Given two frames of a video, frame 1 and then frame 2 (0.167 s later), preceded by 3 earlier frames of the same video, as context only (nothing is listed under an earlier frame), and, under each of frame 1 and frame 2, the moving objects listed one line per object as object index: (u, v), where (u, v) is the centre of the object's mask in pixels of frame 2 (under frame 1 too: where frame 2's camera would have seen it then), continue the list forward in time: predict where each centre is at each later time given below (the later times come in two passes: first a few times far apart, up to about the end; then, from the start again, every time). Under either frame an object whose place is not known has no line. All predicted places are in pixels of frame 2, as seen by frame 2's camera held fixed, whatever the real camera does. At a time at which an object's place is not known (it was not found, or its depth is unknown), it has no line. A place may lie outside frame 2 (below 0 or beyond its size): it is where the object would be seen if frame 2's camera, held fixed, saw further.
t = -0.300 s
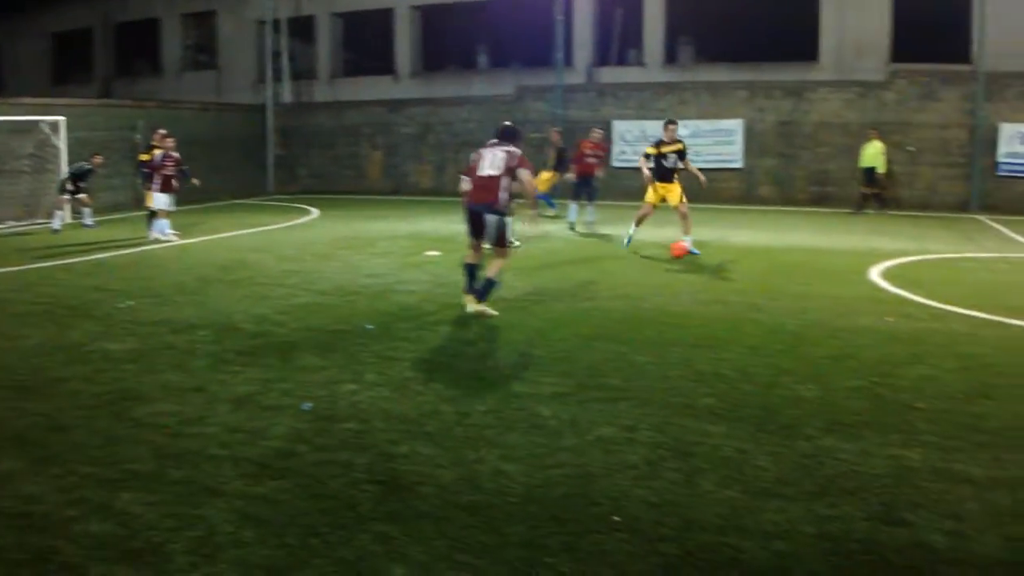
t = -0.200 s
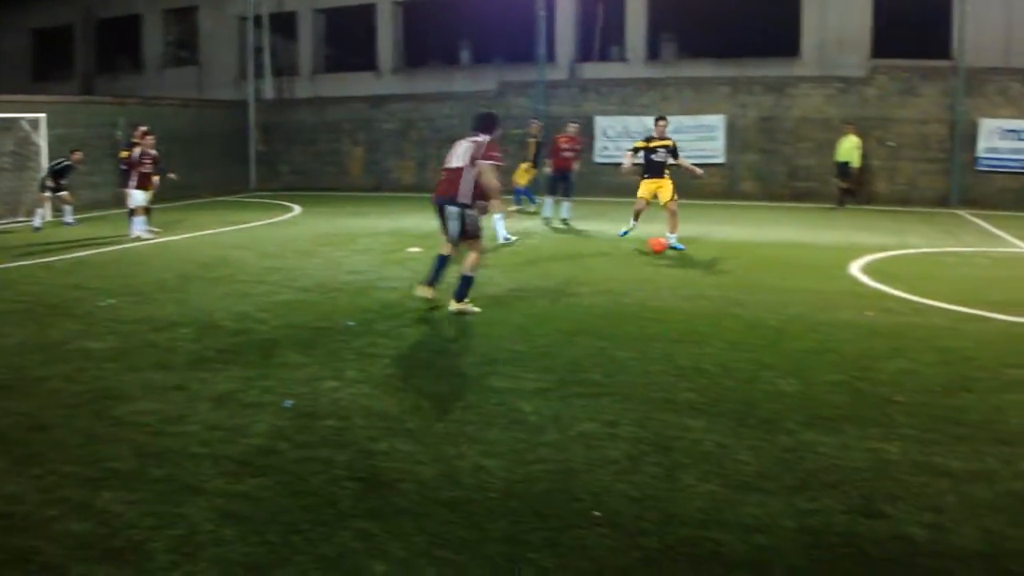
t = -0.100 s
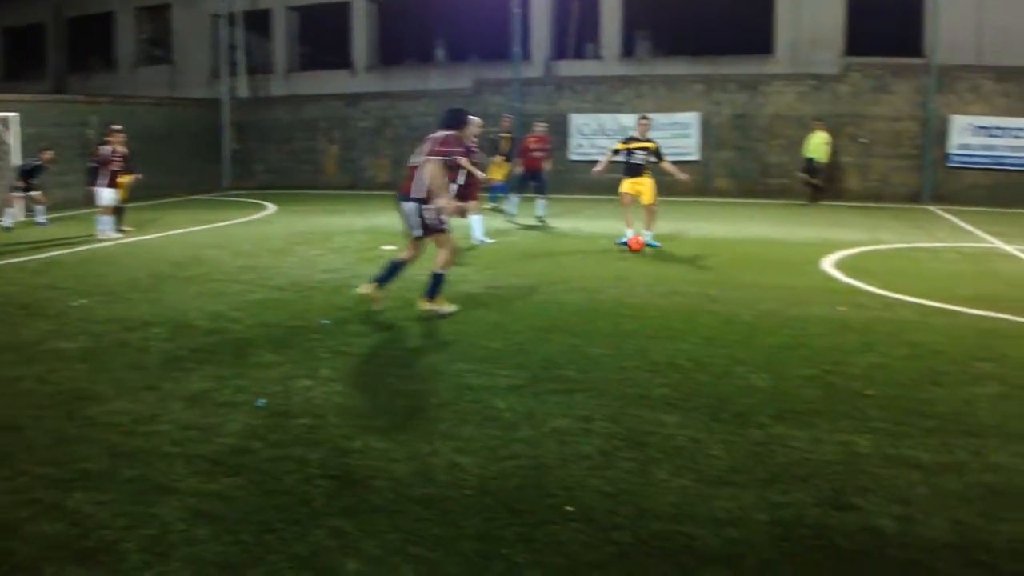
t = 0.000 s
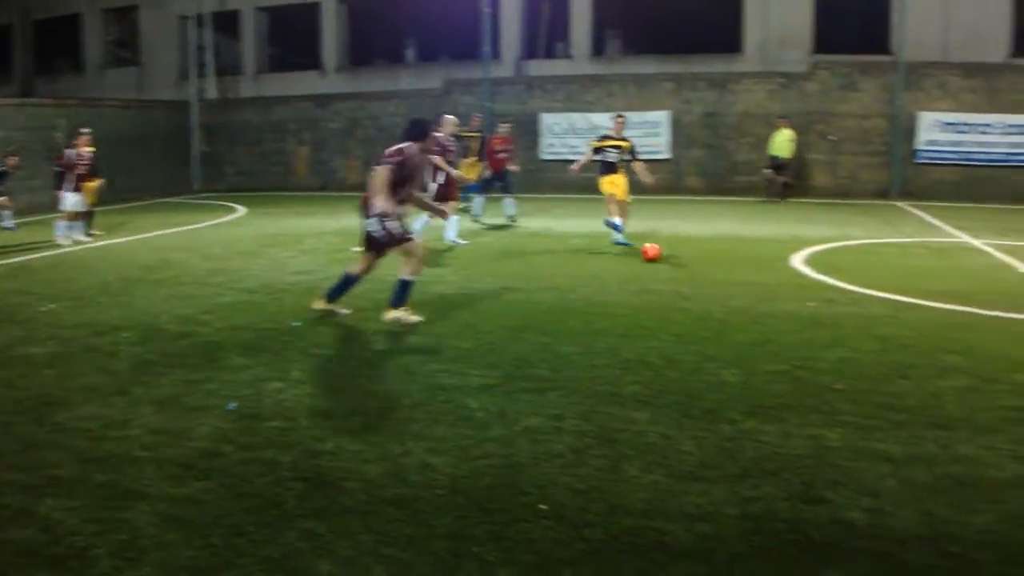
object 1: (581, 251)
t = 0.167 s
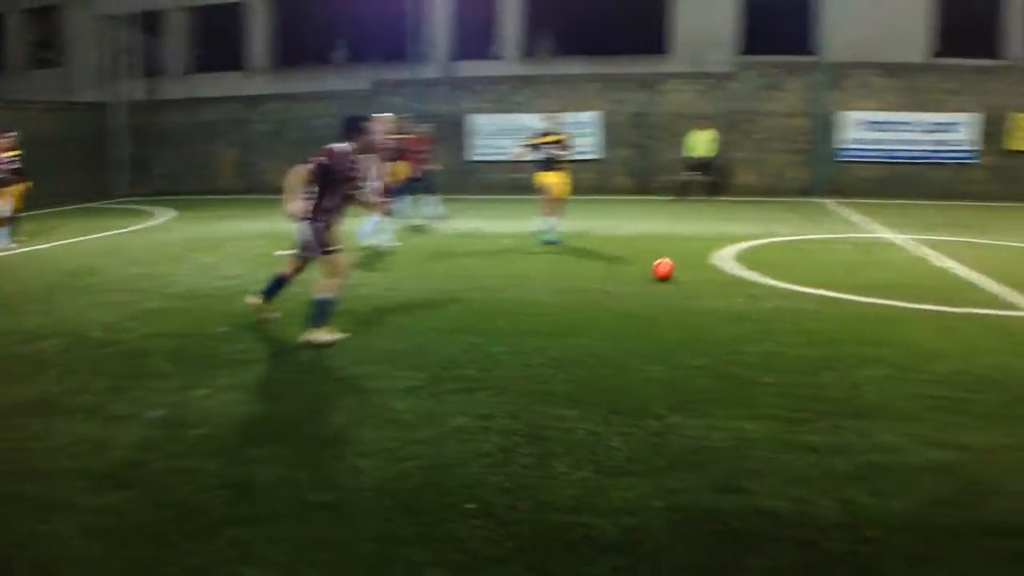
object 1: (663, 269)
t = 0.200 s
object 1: (680, 273)
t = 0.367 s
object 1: (782, 295)
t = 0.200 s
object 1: (680, 273)
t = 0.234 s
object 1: (700, 278)
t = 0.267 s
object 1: (720, 282)
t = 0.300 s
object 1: (740, 285)
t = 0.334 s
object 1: (761, 291)
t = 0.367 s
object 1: (782, 295)
